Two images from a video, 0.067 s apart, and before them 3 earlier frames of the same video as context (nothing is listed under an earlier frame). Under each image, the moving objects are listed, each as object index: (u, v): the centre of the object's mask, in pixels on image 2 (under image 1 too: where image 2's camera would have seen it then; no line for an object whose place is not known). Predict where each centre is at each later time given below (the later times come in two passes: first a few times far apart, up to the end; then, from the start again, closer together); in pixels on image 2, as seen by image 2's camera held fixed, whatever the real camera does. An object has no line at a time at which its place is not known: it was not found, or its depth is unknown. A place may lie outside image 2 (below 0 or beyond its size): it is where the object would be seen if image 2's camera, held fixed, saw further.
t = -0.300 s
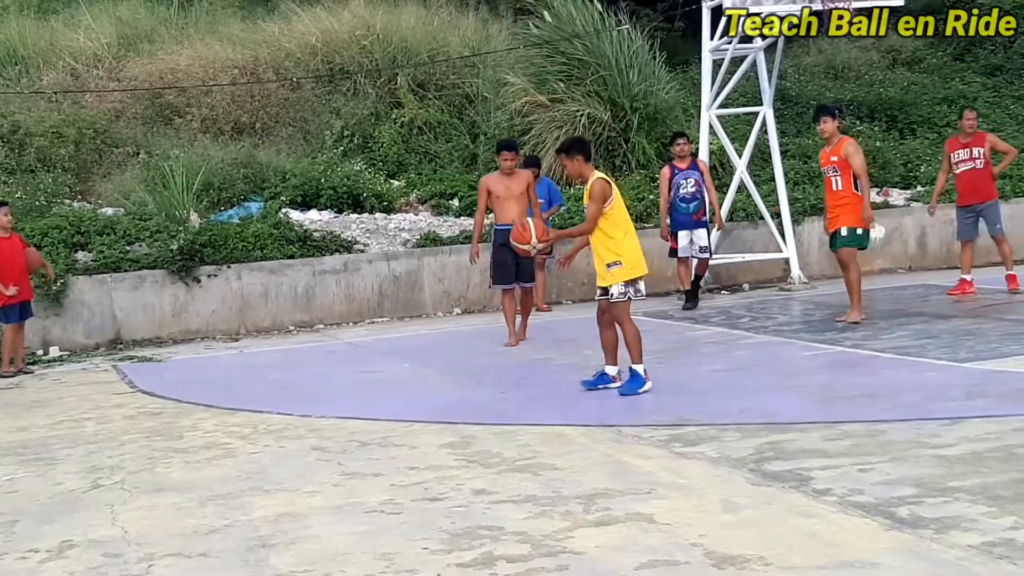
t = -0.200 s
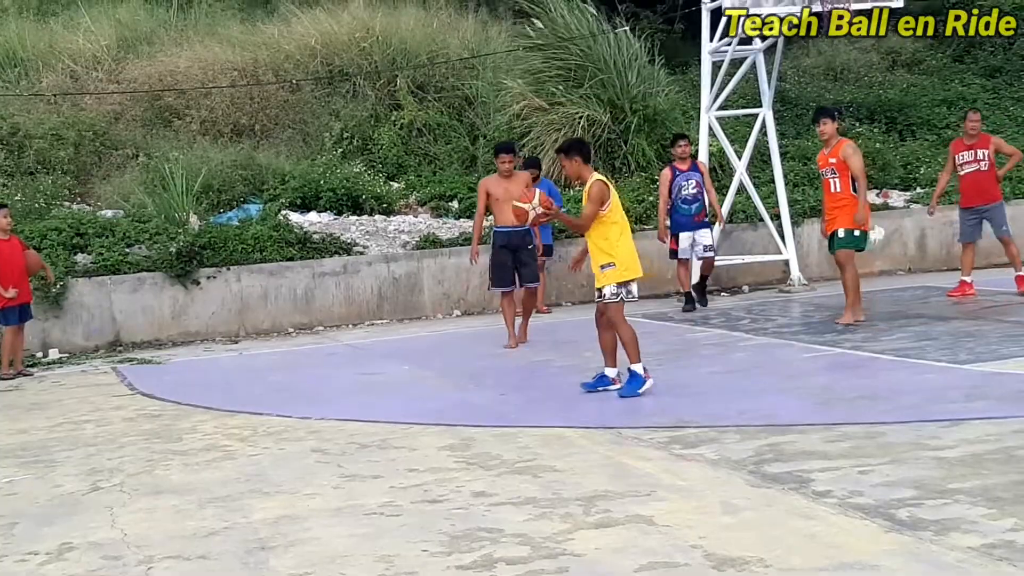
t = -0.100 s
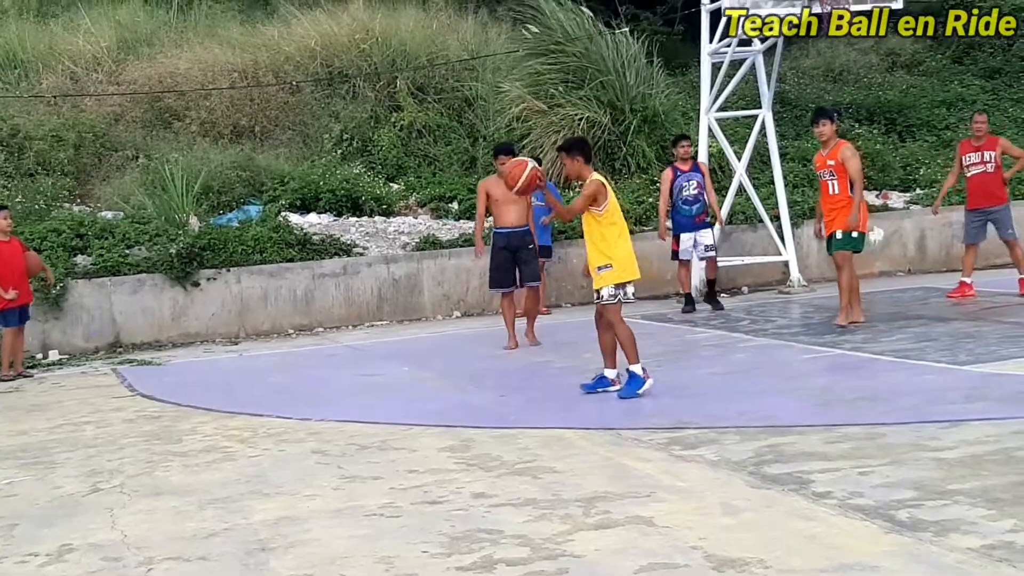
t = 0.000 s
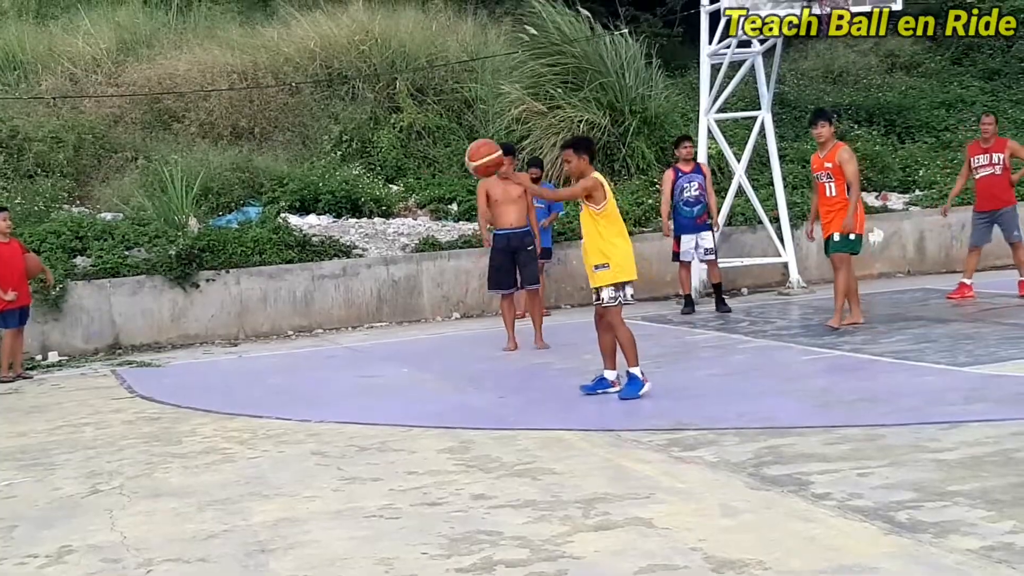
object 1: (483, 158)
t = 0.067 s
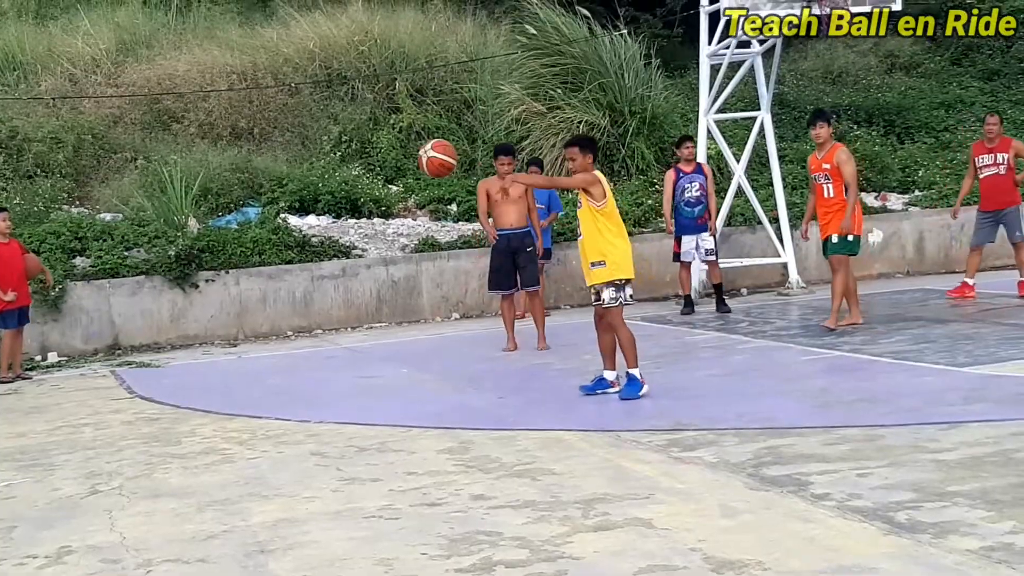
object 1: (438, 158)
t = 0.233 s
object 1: (327, 187)
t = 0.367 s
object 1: (245, 242)
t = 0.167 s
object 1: (371, 171)
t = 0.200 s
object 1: (348, 178)
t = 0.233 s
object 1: (327, 187)
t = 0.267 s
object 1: (307, 198)
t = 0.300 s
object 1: (285, 211)
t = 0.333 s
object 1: (265, 226)
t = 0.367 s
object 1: (245, 242)
